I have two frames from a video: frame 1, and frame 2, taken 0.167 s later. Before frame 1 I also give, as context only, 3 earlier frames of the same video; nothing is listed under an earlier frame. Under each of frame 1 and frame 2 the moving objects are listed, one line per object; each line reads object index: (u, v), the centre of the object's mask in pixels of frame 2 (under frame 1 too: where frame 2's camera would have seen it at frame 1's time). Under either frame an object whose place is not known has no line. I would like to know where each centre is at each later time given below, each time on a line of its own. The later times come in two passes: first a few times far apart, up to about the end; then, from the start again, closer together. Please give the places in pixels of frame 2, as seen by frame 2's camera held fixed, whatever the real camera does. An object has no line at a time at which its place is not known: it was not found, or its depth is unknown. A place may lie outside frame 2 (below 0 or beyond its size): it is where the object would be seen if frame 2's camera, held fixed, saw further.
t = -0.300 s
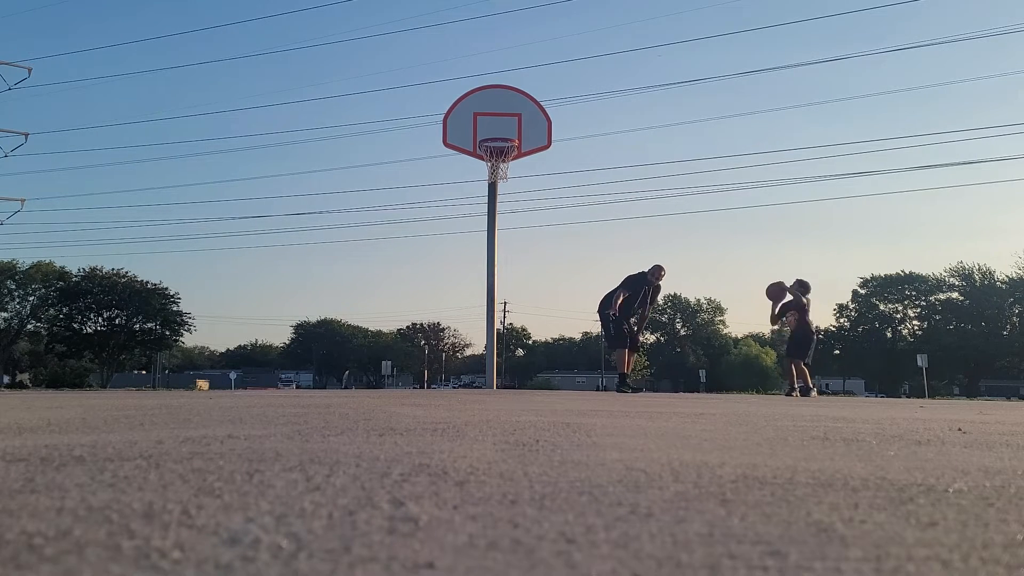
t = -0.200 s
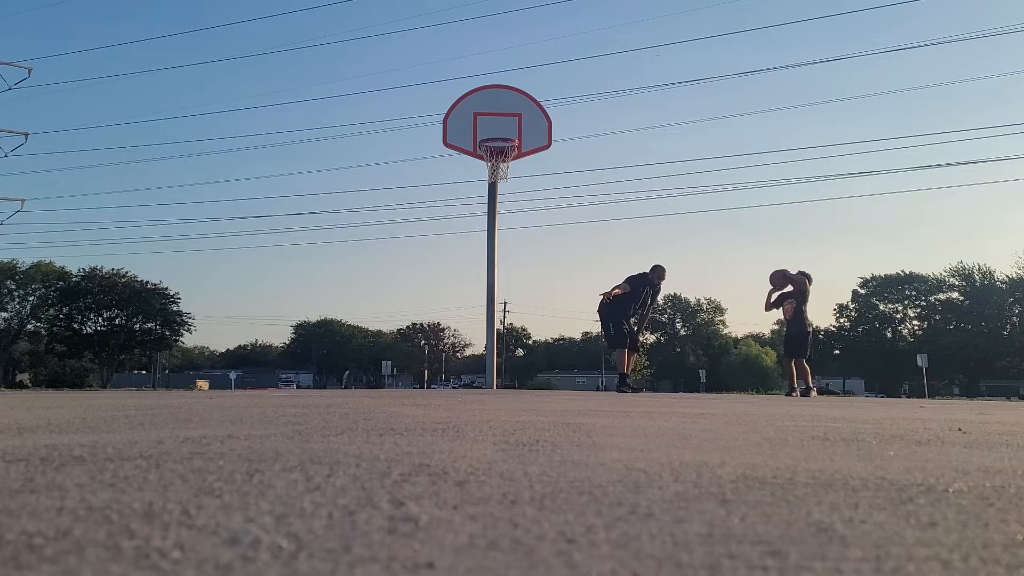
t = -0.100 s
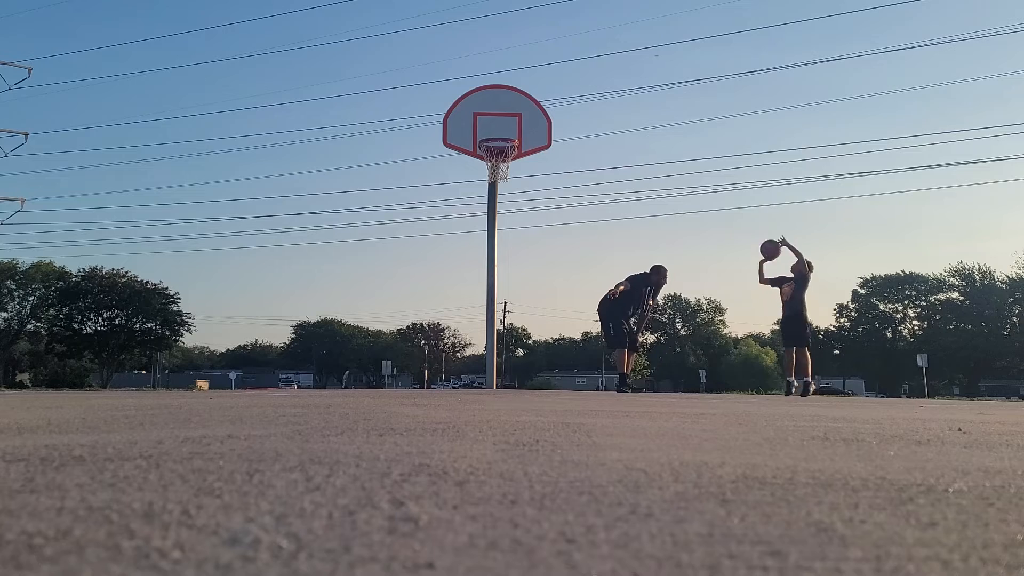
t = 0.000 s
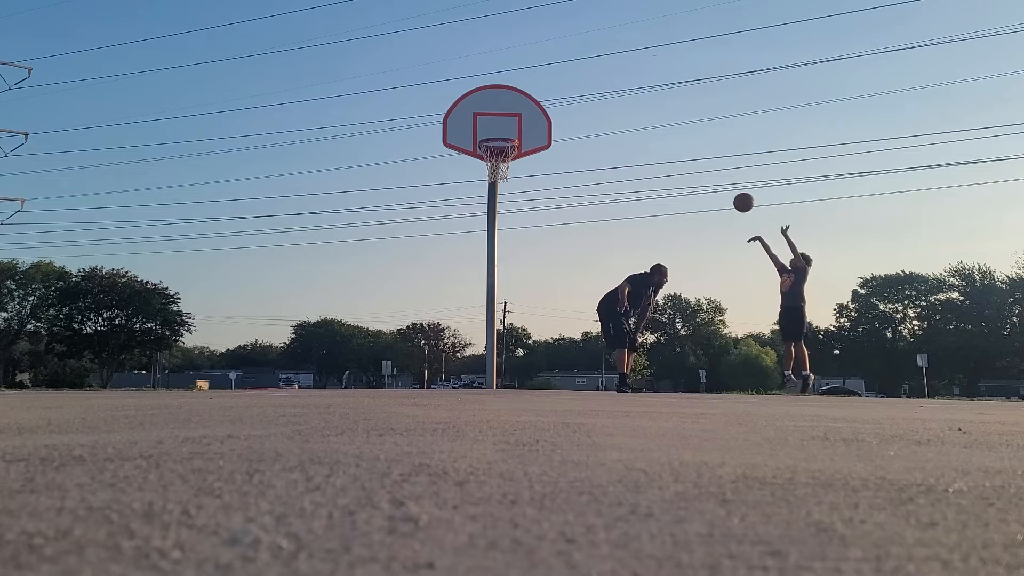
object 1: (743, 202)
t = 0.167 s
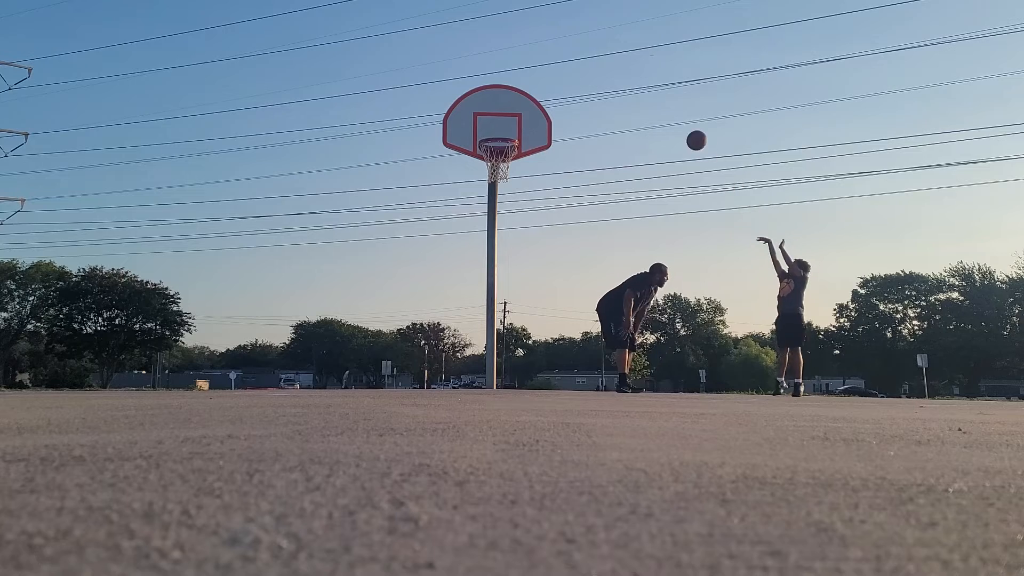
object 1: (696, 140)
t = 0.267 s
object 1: (669, 115)
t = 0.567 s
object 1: (592, 86)
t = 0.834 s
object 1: (526, 119)
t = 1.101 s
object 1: (491, 112)
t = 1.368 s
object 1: (469, 121)
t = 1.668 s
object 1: (443, 198)
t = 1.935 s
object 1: (420, 329)
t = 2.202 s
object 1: (391, 302)
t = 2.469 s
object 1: (361, 241)
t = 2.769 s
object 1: (328, 242)
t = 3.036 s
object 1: (297, 302)
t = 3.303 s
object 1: (265, 346)
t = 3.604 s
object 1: (240, 296)
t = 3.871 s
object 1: (213, 304)
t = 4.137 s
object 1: (186, 368)
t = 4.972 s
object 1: (106, 373)
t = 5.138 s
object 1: (90, 350)
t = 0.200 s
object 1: (687, 131)
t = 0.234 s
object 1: (678, 122)
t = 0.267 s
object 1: (669, 115)
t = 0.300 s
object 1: (660, 108)
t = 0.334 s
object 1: (652, 102)
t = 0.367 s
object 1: (643, 97)
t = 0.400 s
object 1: (634, 93)
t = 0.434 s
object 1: (626, 90)
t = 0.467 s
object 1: (617, 88)
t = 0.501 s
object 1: (609, 86)
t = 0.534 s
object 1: (600, 86)
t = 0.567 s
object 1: (592, 86)
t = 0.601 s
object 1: (583, 87)
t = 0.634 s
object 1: (575, 89)
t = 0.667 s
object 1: (567, 92)
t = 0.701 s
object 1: (558, 96)
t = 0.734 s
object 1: (550, 100)
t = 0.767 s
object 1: (542, 105)
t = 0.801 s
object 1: (533, 111)
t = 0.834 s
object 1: (526, 119)
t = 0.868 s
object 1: (518, 126)
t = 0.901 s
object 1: (509, 133)
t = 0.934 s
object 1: (505, 133)
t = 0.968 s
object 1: (502, 127)
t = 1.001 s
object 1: (499, 123)
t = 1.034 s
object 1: (496, 118)
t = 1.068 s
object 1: (494, 115)
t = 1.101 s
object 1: (491, 112)
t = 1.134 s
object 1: (489, 110)
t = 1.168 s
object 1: (486, 109)
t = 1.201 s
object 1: (483, 108)
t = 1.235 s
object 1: (481, 109)
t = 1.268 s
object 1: (478, 111)
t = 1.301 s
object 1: (475, 113)
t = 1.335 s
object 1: (472, 116)
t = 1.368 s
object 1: (469, 121)
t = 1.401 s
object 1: (465, 126)
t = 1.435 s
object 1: (464, 132)
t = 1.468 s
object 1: (461, 139)
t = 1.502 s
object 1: (458, 146)
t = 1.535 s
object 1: (455, 155)
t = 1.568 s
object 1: (452, 164)
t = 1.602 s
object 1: (449, 175)
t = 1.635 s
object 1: (446, 186)
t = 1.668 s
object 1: (443, 198)
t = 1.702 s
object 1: (440, 211)
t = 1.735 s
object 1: (437, 225)
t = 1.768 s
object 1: (435, 240)
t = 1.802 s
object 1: (432, 256)
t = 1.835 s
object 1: (429, 273)
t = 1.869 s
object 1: (426, 291)
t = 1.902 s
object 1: (423, 310)
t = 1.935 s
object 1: (420, 329)
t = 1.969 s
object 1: (419, 348)
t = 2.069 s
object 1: (410, 356)
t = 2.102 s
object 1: (403, 341)
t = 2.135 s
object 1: (399, 328)
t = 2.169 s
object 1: (395, 314)
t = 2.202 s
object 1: (391, 302)
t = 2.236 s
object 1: (387, 291)
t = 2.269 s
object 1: (384, 281)
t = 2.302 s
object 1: (380, 272)
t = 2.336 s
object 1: (376, 264)
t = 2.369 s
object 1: (372, 257)
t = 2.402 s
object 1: (369, 251)
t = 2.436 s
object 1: (365, 245)
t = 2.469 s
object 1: (361, 241)
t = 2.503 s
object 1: (358, 238)
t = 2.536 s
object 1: (354, 235)
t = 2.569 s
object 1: (350, 233)
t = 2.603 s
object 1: (347, 232)
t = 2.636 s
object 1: (343, 233)
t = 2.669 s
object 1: (339, 233)
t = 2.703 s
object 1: (335, 235)
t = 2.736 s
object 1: (332, 238)
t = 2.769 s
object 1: (328, 242)
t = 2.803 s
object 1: (324, 246)
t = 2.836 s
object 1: (320, 251)
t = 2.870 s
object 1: (316, 258)
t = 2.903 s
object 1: (312, 265)
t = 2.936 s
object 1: (309, 273)
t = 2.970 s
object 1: (305, 282)
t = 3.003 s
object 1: (301, 291)
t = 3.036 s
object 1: (297, 302)
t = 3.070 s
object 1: (293, 314)
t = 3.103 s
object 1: (289, 326)
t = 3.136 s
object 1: (286, 340)
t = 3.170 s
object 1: (282, 353)
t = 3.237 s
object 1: (275, 380)
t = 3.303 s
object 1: (265, 346)
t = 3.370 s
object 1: (262, 337)
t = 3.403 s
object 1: (259, 328)
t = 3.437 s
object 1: (256, 320)
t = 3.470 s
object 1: (253, 314)
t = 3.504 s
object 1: (250, 308)
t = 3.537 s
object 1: (247, 303)
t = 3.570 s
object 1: (244, 299)
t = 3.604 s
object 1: (240, 296)
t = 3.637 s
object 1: (237, 294)
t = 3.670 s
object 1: (234, 293)
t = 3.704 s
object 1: (230, 292)
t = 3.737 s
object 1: (227, 293)
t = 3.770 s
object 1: (223, 294)
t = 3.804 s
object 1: (220, 297)
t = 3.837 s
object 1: (217, 300)
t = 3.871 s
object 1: (213, 304)
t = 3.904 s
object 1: (210, 309)
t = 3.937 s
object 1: (206, 315)
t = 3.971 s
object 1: (203, 322)
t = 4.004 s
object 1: (199, 329)
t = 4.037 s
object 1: (196, 338)
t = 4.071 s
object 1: (193, 347)
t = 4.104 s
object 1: (189, 357)
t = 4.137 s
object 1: (186, 368)
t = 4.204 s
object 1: (179, 374)
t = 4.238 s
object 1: (176, 365)
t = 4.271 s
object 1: (172, 357)
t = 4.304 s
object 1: (170, 350)
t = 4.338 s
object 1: (166, 344)
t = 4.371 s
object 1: (164, 340)
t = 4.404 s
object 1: (161, 335)
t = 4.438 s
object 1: (158, 331)
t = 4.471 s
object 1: (154, 329)
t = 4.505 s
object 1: (152, 328)
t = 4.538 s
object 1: (148, 327)
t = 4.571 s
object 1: (144, 327)
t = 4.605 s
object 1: (142, 328)
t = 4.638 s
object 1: (138, 330)
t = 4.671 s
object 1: (135, 332)
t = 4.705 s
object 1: (132, 337)
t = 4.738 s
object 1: (128, 341)
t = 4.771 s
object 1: (125, 346)
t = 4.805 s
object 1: (122, 353)
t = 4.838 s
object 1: (118, 360)
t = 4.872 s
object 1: (115, 367)
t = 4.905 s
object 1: (111, 377)
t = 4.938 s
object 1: (108, 379)
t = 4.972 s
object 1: (106, 373)
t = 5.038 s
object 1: (100, 360)
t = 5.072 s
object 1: (96, 356)
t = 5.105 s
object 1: (94, 353)
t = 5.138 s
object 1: (90, 350)
